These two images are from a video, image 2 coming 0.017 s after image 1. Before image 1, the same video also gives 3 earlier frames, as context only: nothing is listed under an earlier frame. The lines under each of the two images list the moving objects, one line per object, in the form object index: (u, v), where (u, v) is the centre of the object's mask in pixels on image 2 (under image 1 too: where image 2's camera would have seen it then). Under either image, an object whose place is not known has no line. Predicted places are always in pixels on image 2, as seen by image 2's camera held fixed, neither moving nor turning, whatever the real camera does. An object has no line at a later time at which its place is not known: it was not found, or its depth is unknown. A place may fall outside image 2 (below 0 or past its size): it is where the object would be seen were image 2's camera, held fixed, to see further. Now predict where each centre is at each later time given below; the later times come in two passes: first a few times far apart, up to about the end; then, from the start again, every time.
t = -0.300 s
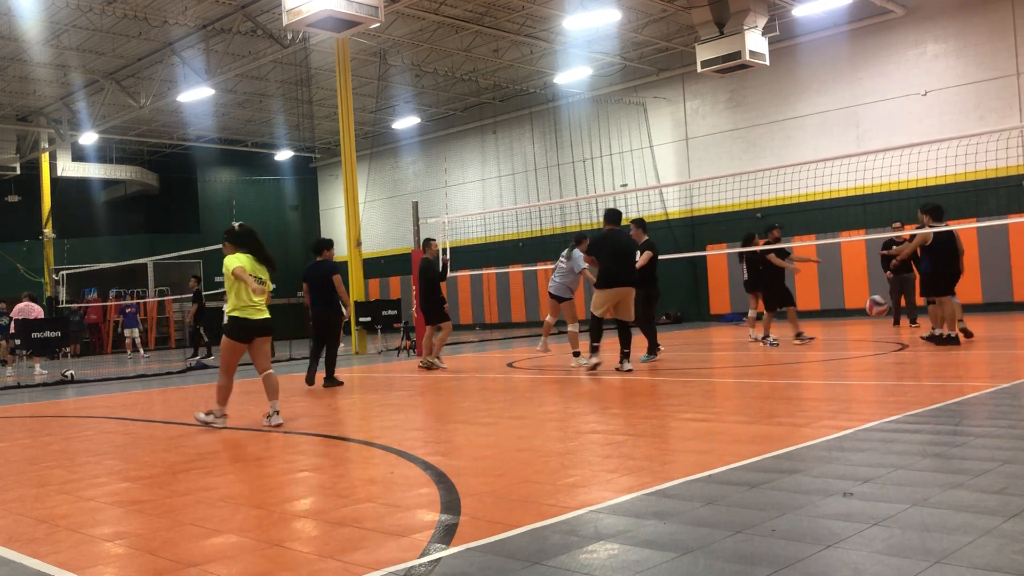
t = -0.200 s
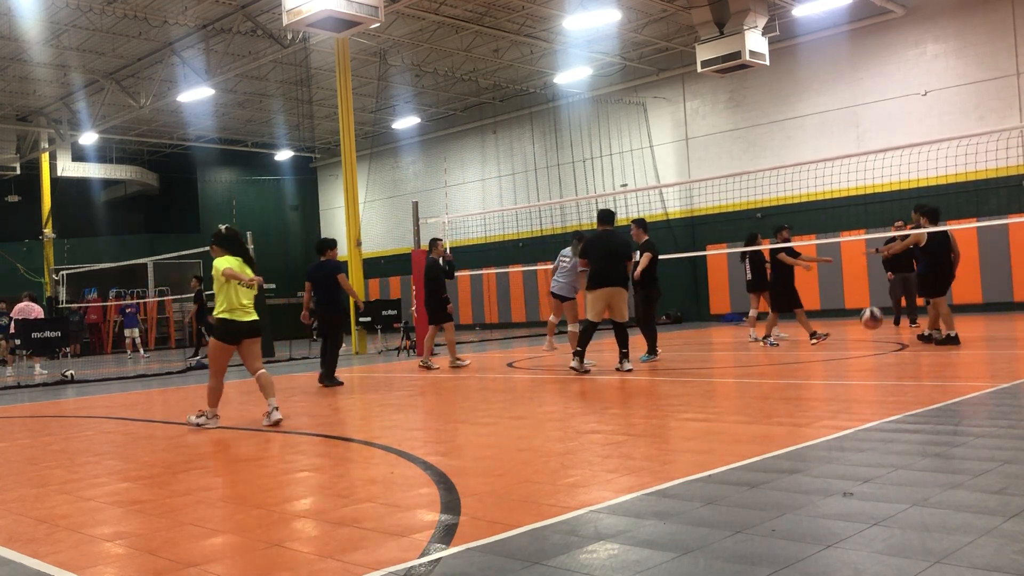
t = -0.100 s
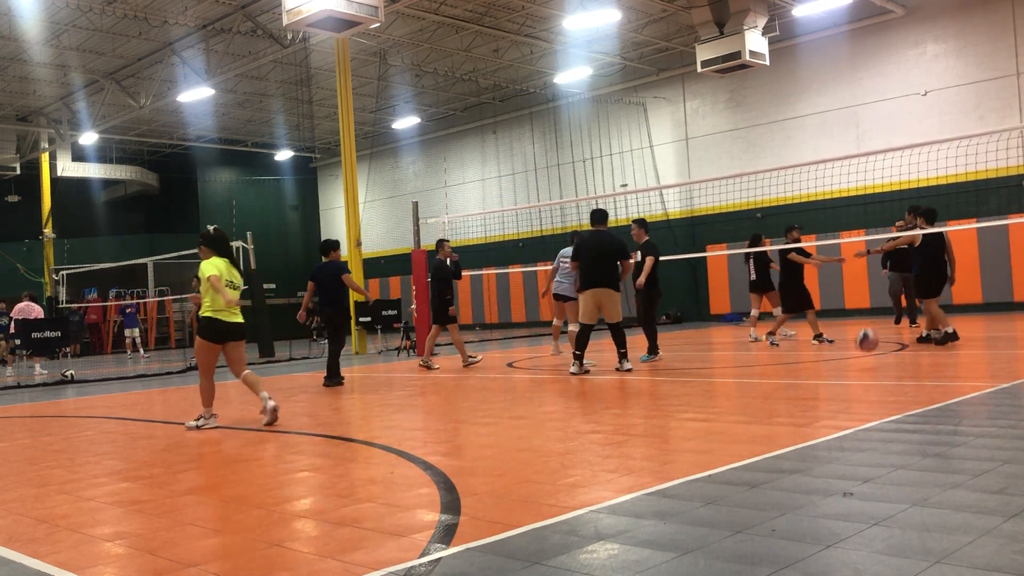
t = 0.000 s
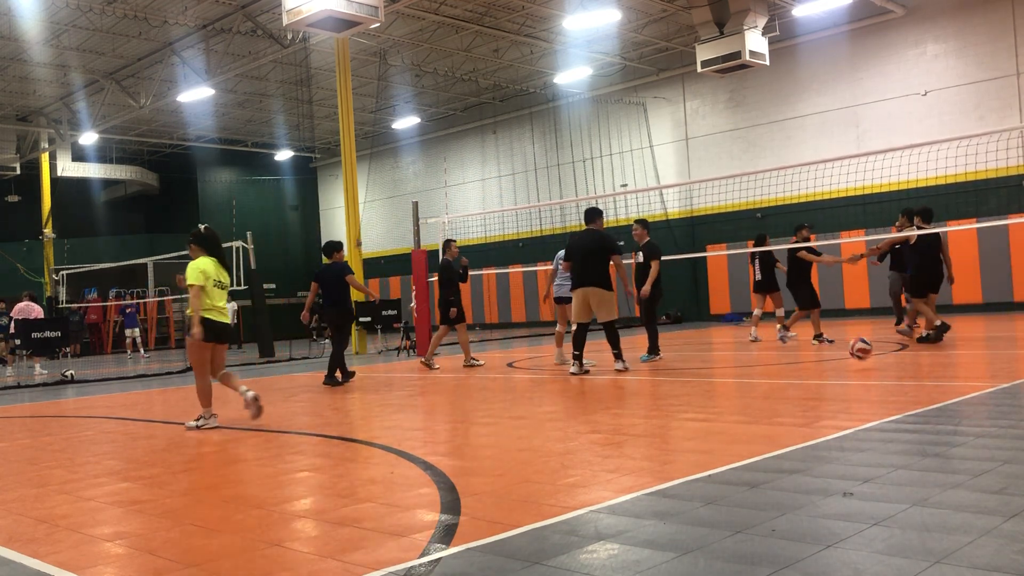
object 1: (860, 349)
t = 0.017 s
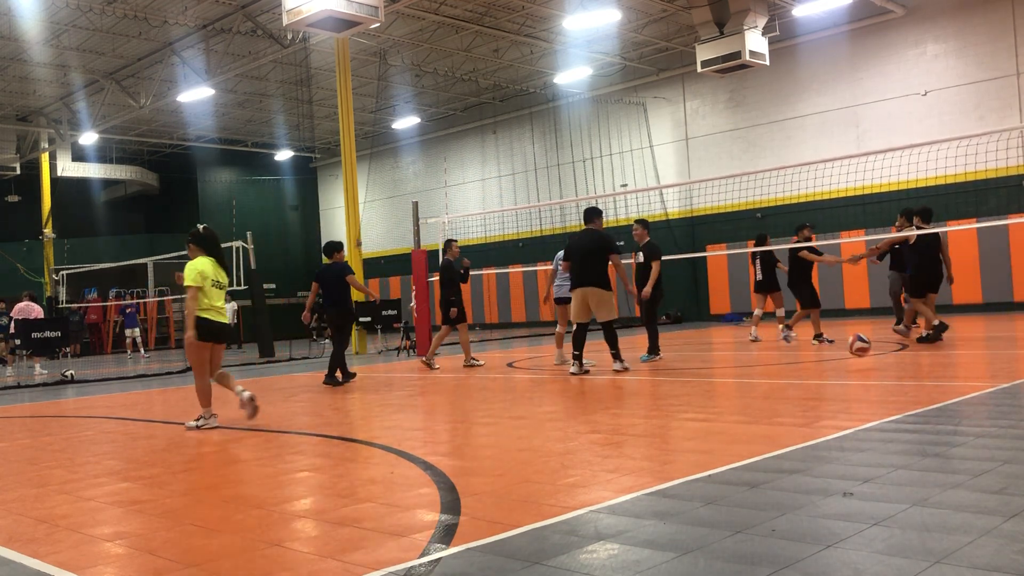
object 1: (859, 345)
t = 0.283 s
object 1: (837, 331)
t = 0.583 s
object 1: (812, 348)
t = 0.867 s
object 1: (787, 365)
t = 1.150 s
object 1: (759, 362)
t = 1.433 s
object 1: (730, 369)
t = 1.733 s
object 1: (699, 380)
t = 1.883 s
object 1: (682, 389)
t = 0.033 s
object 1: (858, 342)
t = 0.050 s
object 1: (856, 339)
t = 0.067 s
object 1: (854, 337)
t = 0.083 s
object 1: (852, 334)
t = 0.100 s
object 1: (851, 332)
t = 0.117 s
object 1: (850, 331)
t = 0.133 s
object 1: (849, 330)
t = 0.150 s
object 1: (847, 329)
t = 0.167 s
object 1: (845, 328)
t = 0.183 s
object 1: (844, 328)
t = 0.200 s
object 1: (843, 327)
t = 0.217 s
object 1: (842, 328)
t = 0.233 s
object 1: (840, 329)
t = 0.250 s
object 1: (839, 329)
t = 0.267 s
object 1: (838, 329)
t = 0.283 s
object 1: (837, 331)
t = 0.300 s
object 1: (836, 332)
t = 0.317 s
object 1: (834, 334)
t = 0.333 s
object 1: (833, 336)
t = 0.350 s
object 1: (832, 339)
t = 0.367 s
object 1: (831, 342)
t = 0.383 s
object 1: (829, 345)
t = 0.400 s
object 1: (828, 348)
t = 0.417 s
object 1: (827, 352)
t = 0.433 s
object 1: (826, 357)
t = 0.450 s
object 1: (824, 361)
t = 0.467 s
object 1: (823, 366)
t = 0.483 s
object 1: (822, 363)
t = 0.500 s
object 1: (820, 360)
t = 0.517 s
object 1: (819, 358)
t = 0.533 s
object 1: (817, 355)
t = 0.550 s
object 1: (815, 353)
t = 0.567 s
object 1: (813, 350)
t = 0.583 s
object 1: (812, 348)
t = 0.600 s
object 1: (810, 346)
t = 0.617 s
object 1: (809, 345)
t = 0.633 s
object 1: (808, 344)
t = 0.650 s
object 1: (806, 344)
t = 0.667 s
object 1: (805, 343)
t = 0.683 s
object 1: (803, 344)
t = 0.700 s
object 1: (801, 344)
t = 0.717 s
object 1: (799, 344)
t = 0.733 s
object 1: (798, 345)
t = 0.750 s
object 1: (797, 346)
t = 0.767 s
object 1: (795, 348)
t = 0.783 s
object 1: (794, 350)
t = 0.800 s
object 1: (792, 352)
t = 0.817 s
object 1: (791, 355)
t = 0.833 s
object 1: (790, 358)
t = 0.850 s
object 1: (788, 361)
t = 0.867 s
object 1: (787, 365)
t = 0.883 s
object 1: (786, 369)
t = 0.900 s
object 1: (784, 374)
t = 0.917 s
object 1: (783, 372)
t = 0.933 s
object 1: (781, 369)
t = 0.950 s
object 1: (779, 367)
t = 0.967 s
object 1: (777, 364)
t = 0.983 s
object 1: (776, 362)
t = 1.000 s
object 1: (774, 361)
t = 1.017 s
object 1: (773, 359)
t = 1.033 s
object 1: (771, 359)
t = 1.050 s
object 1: (769, 358)
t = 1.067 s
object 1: (767, 358)
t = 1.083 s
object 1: (765, 358)
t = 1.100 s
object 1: (764, 358)
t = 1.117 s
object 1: (762, 359)
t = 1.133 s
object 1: (760, 360)
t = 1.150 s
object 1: (759, 362)
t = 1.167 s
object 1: (758, 364)
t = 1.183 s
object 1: (756, 366)
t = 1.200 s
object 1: (755, 369)
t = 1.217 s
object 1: (753, 372)
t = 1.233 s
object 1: (751, 375)
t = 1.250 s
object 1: (750, 379)
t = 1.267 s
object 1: (748, 380)
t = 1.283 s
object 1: (746, 377)
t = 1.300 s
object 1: (745, 375)
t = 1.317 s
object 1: (743, 373)
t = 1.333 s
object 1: (741, 372)
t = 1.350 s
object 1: (739, 371)
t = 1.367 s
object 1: (737, 369)
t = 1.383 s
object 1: (736, 369)
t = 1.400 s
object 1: (734, 368)
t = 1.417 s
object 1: (732, 368)
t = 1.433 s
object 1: (730, 369)
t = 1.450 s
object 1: (729, 370)
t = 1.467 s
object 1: (727, 371)
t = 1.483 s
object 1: (726, 372)
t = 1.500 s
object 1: (724, 375)
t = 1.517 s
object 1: (722, 378)
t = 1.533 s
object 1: (721, 380)
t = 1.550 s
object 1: (719, 384)
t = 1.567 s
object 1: (717, 387)
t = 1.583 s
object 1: (715, 386)
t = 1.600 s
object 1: (714, 384)
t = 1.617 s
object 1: (711, 382)
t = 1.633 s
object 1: (709, 380)
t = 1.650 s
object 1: (707, 379)
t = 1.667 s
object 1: (705, 379)
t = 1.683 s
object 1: (704, 379)
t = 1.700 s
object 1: (702, 379)
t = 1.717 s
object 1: (700, 380)
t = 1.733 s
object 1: (699, 380)
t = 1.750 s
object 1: (697, 382)
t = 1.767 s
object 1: (695, 384)
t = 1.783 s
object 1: (694, 385)
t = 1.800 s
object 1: (692, 388)
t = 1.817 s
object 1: (690, 391)
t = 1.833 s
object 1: (688, 393)
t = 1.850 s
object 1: (686, 391)
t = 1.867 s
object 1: (684, 390)
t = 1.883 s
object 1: (682, 389)
